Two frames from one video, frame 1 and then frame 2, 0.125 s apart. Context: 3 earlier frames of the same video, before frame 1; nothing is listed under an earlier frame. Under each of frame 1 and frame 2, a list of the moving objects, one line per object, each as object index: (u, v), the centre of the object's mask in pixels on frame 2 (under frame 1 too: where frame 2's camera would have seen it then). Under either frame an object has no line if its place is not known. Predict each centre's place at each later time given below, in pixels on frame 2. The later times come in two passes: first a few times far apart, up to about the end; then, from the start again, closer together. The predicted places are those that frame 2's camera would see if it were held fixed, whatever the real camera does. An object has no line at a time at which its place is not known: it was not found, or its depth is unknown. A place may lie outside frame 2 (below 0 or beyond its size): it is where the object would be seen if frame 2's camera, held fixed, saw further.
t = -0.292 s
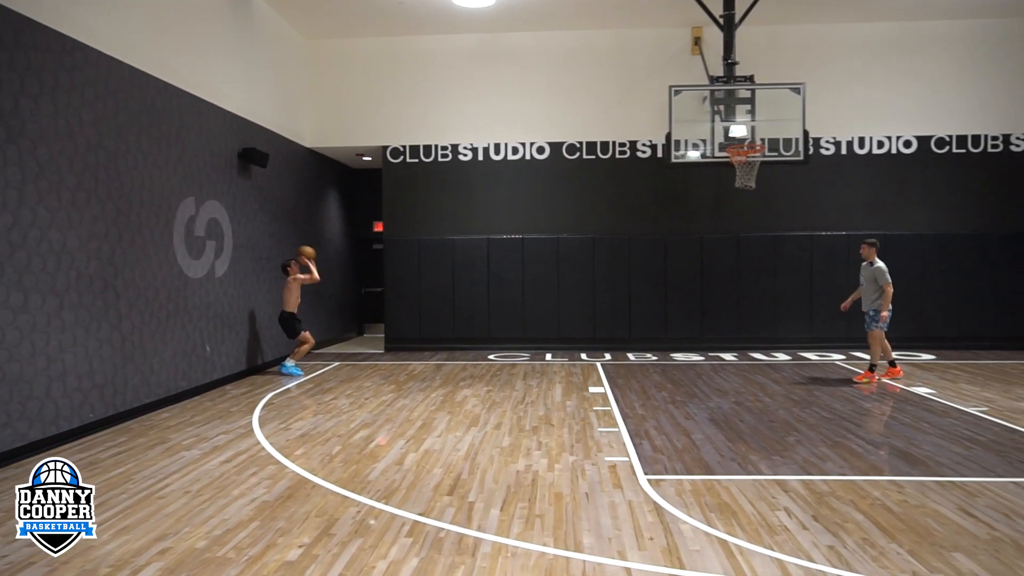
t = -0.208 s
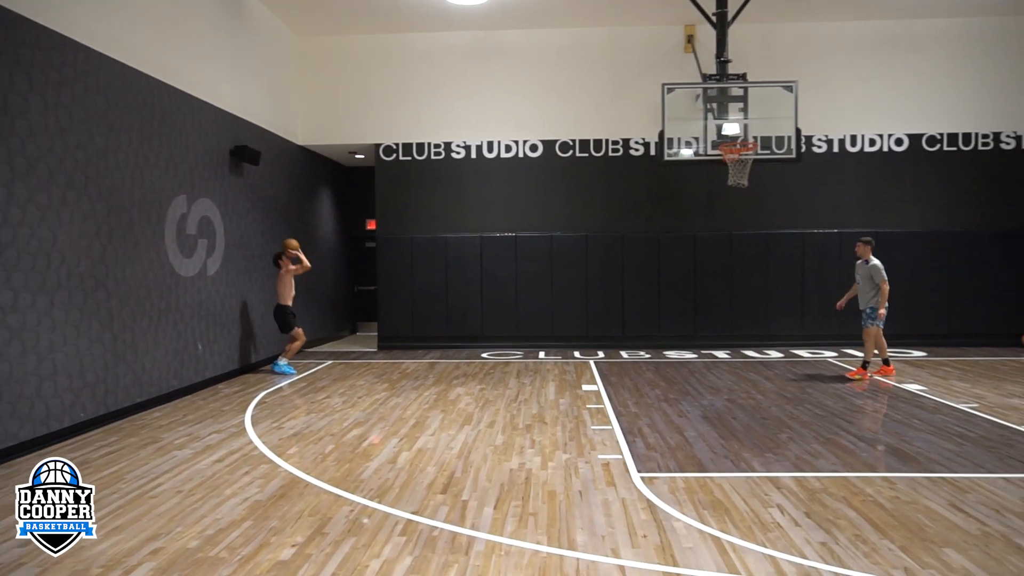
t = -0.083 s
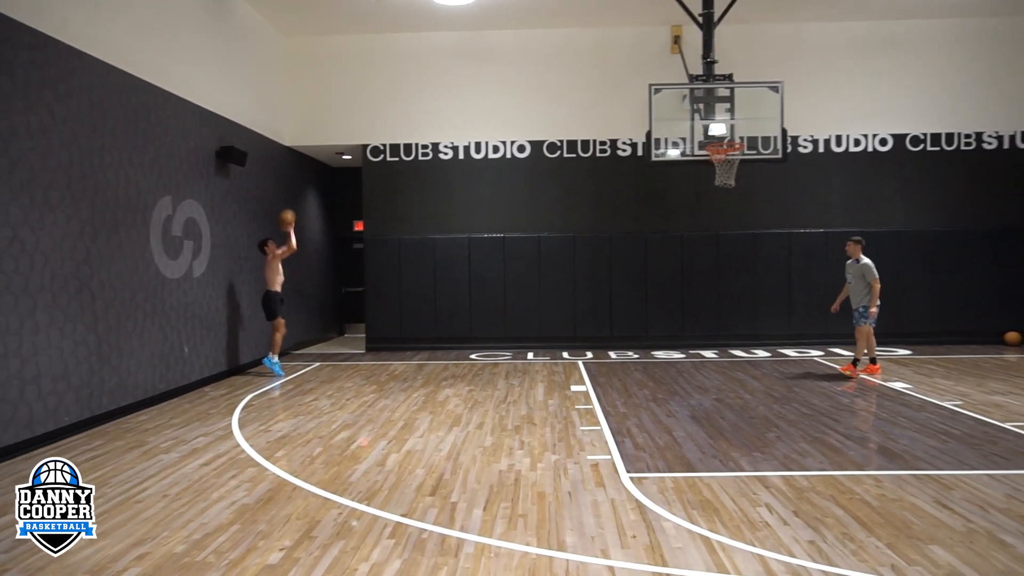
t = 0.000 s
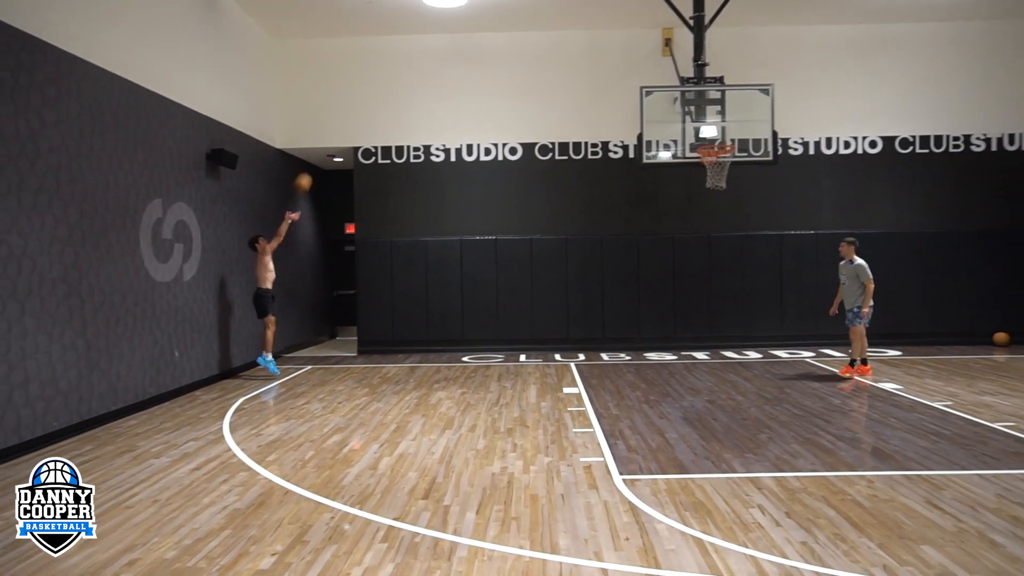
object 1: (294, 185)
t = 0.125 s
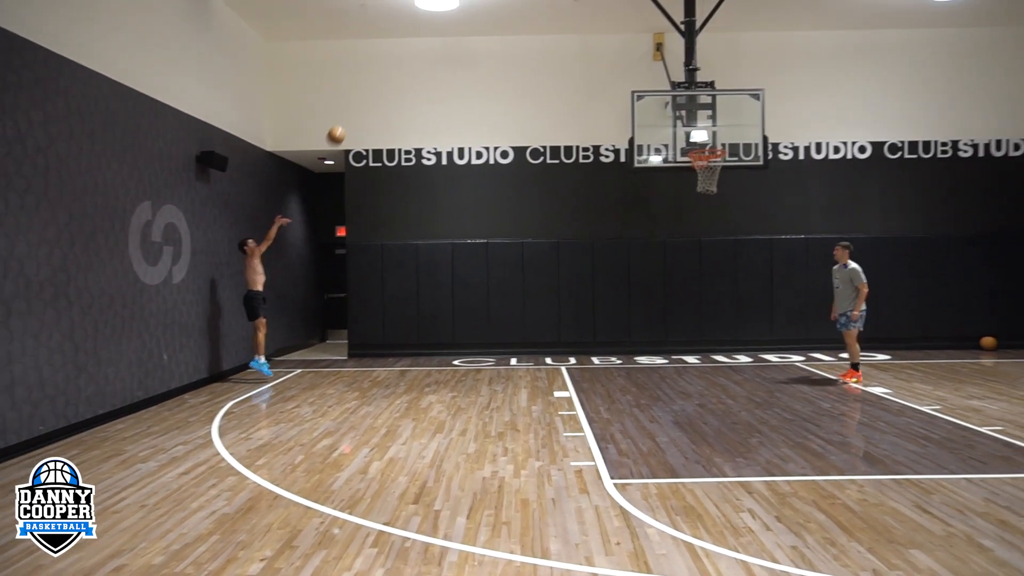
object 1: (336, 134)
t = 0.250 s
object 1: (379, 94)
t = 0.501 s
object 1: (465, 46)
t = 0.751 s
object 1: (553, 41)
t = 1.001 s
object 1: (642, 81)
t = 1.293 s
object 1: (699, 161)
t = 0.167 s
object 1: (350, 119)
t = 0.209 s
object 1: (365, 106)
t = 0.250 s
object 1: (379, 94)
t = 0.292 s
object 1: (394, 83)
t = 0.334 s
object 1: (409, 73)
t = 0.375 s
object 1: (423, 64)
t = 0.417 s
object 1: (437, 57)
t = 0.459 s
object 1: (451, 51)
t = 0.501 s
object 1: (465, 46)
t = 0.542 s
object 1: (479, 42)
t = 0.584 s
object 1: (494, 40)
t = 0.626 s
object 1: (509, 39)
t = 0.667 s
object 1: (524, 39)
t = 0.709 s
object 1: (538, 39)
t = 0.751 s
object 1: (553, 41)
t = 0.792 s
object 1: (568, 45)
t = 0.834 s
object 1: (582, 50)
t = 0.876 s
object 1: (597, 56)
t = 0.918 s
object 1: (612, 63)
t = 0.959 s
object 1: (627, 71)
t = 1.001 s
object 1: (642, 81)
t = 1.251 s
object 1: (706, 158)
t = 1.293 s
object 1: (699, 161)
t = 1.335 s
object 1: (701, 171)
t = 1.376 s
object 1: (702, 175)
